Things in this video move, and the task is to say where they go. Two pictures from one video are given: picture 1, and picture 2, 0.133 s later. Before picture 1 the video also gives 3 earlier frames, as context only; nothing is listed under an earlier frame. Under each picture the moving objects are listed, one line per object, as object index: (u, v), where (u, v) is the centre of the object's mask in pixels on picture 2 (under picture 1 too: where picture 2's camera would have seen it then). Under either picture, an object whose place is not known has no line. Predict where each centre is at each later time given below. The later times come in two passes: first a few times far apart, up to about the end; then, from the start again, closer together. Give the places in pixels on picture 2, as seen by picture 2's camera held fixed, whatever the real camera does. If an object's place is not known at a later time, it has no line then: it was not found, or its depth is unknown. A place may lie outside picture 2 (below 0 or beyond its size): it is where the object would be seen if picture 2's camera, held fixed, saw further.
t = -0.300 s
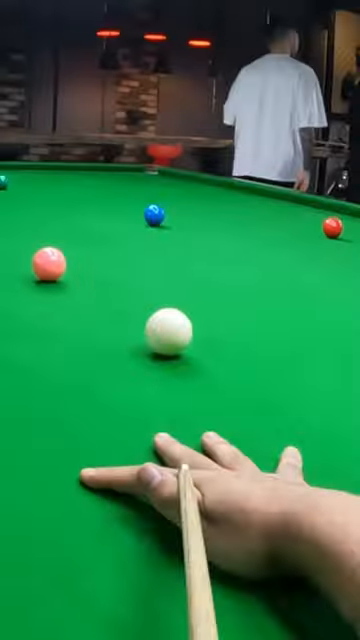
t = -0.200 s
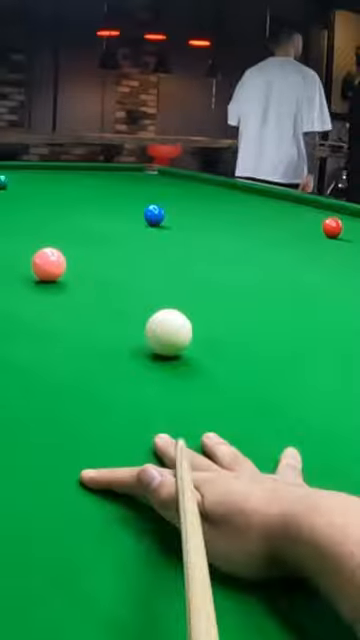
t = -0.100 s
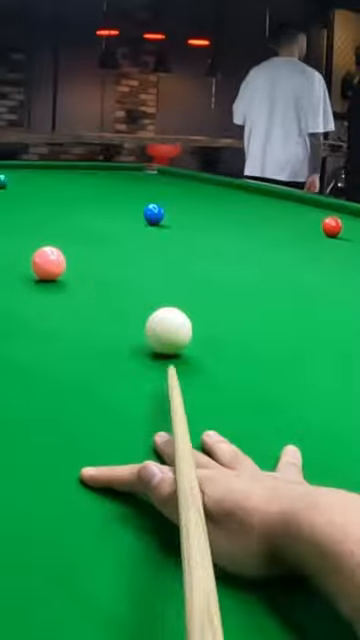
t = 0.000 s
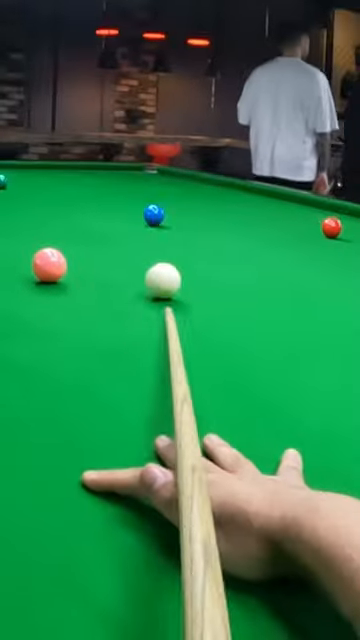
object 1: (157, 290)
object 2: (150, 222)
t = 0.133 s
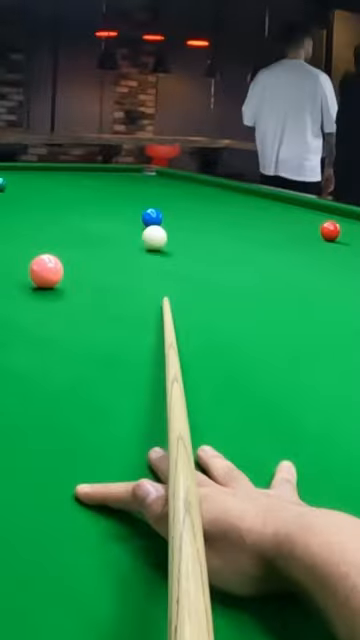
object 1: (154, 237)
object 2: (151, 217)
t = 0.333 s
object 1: (154, 222)
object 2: (150, 204)
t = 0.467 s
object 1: (154, 225)
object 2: (148, 194)
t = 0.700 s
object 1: (155, 231)
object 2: (146, 185)
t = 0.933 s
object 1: (156, 237)
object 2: (144, 179)
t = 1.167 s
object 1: (157, 242)
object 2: (146, 175)
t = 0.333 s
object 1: (154, 222)
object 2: (150, 204)
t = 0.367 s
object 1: (153, 223)
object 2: (149, 202)
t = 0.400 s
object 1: (153, 224)
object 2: (149, 199)
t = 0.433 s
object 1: (154, 224)
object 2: (148, 197)
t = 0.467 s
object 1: (154, 225)
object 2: (148, 194)
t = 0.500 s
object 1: (154, 225)
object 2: (148, 193)
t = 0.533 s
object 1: (154, 227)
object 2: (147, 191)
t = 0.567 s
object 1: (154, 227)
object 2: (147, 190)
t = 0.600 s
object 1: (154, 228)
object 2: (147, 188)
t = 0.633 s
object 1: (154, 230)
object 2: (146, 187)
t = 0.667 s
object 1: (155, 230)
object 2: (146, 186)
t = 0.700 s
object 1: (155, 231)
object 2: (146, 185)
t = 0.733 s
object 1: (155, 232)
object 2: (145, 184)
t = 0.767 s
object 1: (155, 233)
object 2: (145, 183)
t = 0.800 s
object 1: (155, 234)
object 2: (145, 182)
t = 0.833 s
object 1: (156, 234)
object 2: (145, 181)
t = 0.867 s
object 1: (156, 235)
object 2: (144, 180)
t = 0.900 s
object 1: (156, 236)
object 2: (145, 180)
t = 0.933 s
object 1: (156, 237)
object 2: (144, 179)
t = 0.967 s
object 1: (156, 238)
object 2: (144, 177)
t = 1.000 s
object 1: (156, 238)
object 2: (144, 176)
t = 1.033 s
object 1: (157, 239)
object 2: (144, 175)
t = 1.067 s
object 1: (157, 240)
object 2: (144, 175)
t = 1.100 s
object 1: (157, 241)
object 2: (143, 175)
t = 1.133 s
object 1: (157, 242)
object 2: (143, 175)
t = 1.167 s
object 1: (157, 242)
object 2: (146, 175)
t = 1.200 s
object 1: (157, 243)
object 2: (151, 177)
